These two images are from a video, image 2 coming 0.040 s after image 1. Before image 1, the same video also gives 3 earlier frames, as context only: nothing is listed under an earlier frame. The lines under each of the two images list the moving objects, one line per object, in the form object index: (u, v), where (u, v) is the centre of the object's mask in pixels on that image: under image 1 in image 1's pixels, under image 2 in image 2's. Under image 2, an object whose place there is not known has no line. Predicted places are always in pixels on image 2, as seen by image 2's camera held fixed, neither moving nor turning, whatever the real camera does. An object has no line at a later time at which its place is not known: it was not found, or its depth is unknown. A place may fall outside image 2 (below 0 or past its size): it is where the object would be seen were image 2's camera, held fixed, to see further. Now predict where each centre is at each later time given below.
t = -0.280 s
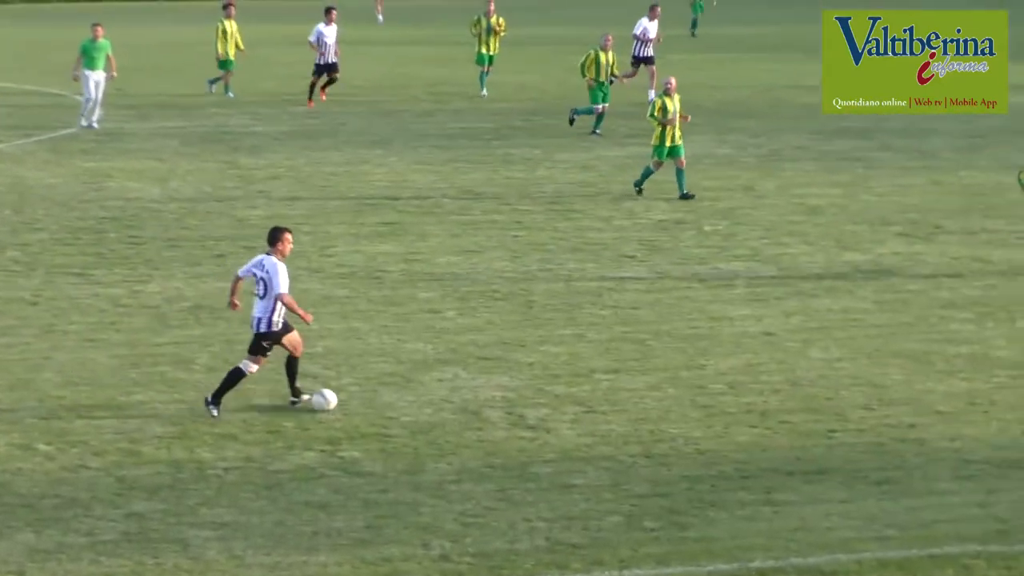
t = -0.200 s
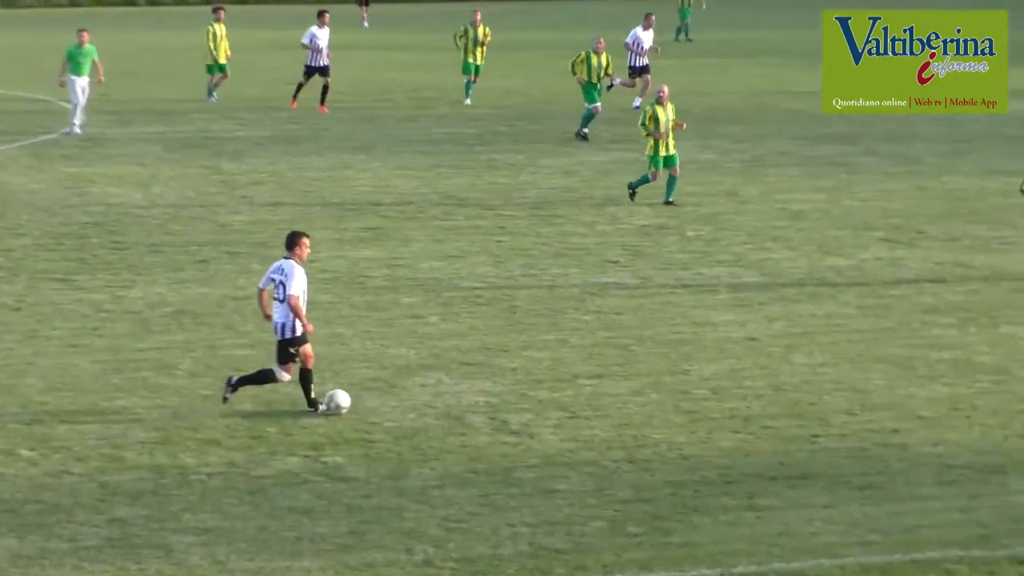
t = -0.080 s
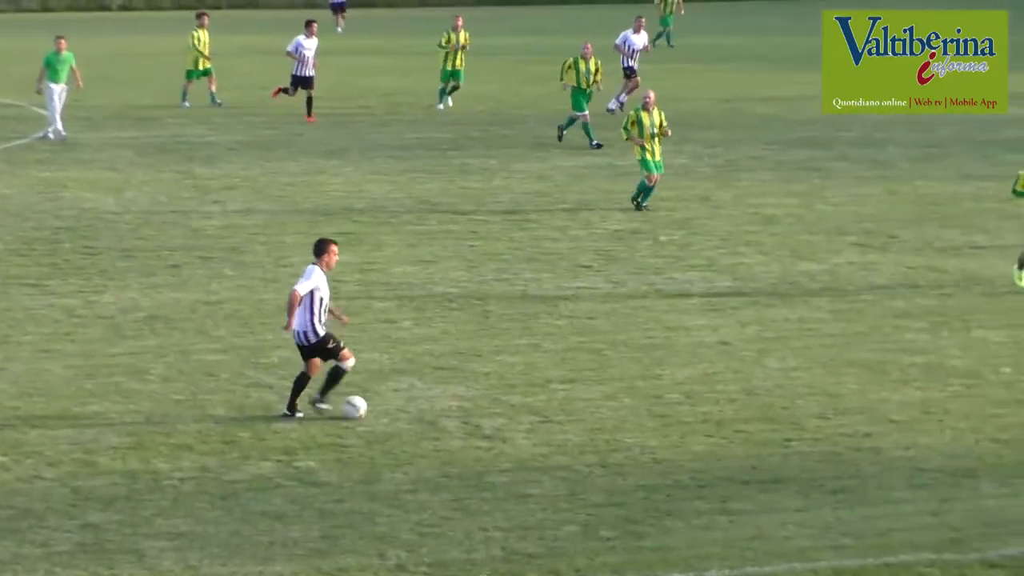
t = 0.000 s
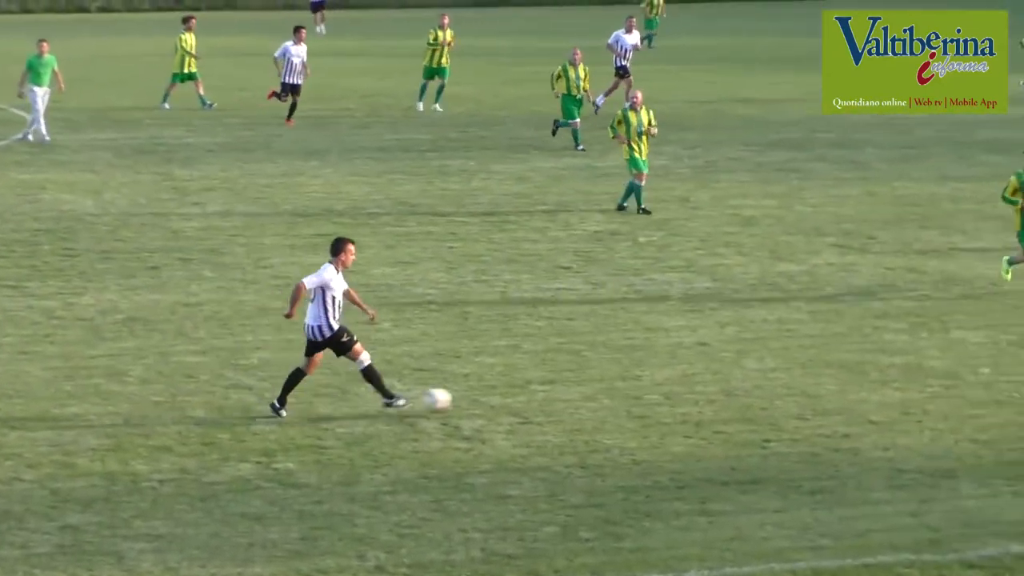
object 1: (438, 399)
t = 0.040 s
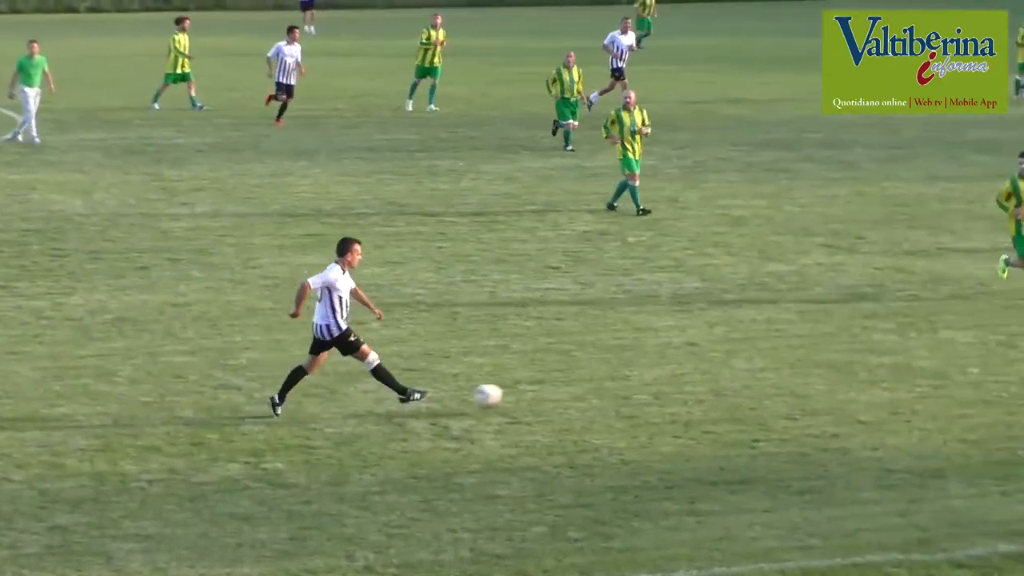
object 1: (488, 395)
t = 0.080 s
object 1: (550, 392)
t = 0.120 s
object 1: (610, 391)
